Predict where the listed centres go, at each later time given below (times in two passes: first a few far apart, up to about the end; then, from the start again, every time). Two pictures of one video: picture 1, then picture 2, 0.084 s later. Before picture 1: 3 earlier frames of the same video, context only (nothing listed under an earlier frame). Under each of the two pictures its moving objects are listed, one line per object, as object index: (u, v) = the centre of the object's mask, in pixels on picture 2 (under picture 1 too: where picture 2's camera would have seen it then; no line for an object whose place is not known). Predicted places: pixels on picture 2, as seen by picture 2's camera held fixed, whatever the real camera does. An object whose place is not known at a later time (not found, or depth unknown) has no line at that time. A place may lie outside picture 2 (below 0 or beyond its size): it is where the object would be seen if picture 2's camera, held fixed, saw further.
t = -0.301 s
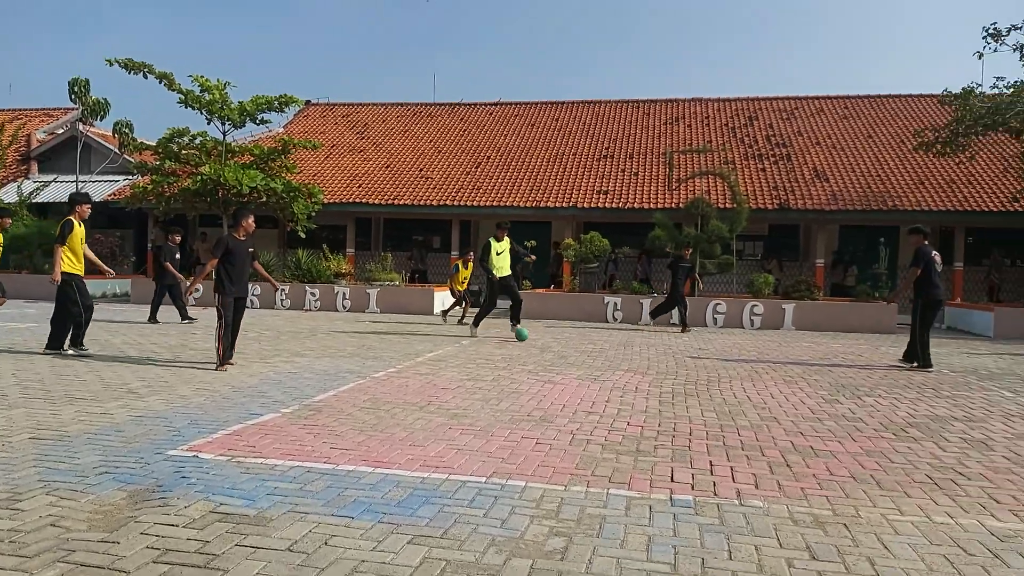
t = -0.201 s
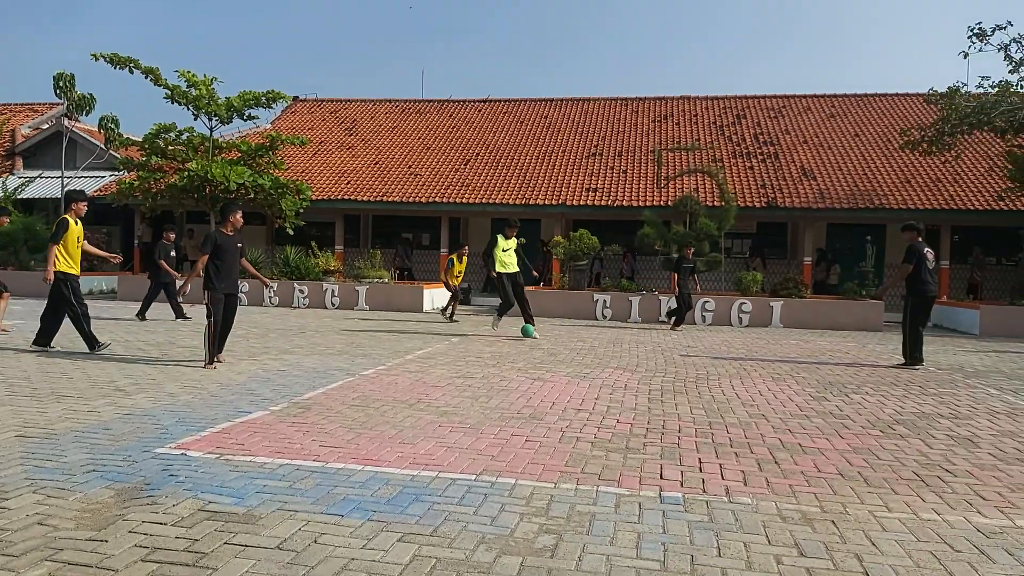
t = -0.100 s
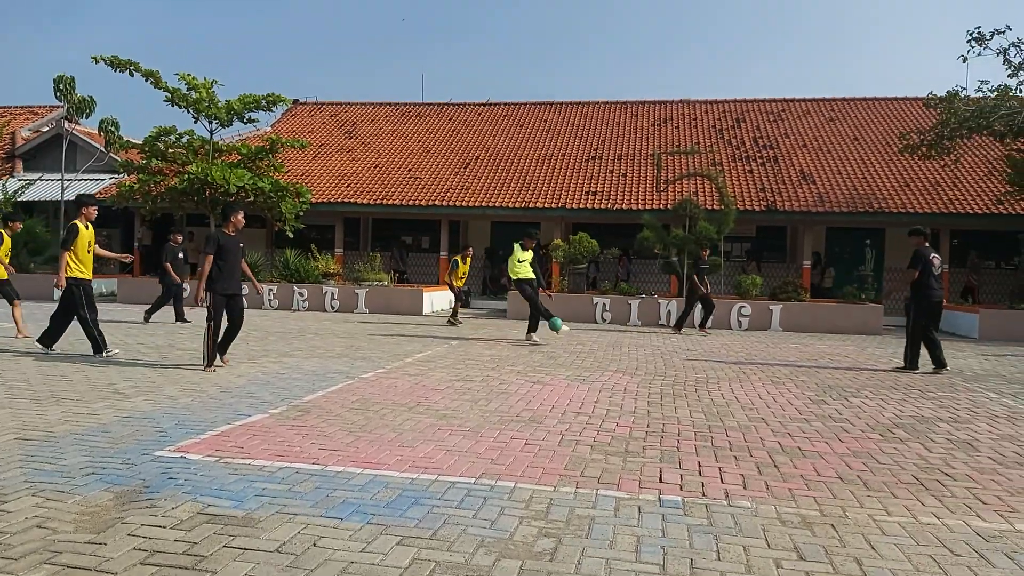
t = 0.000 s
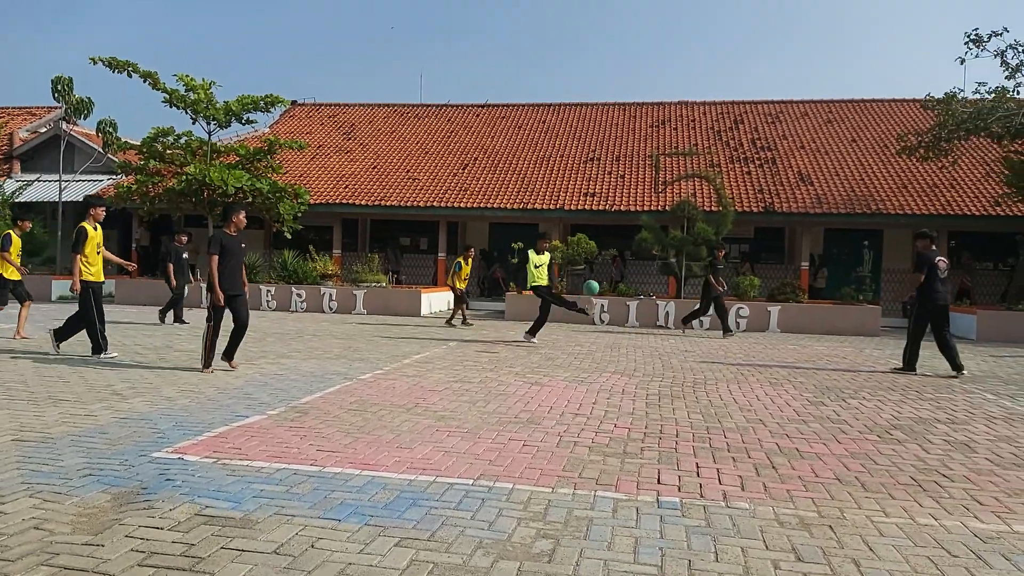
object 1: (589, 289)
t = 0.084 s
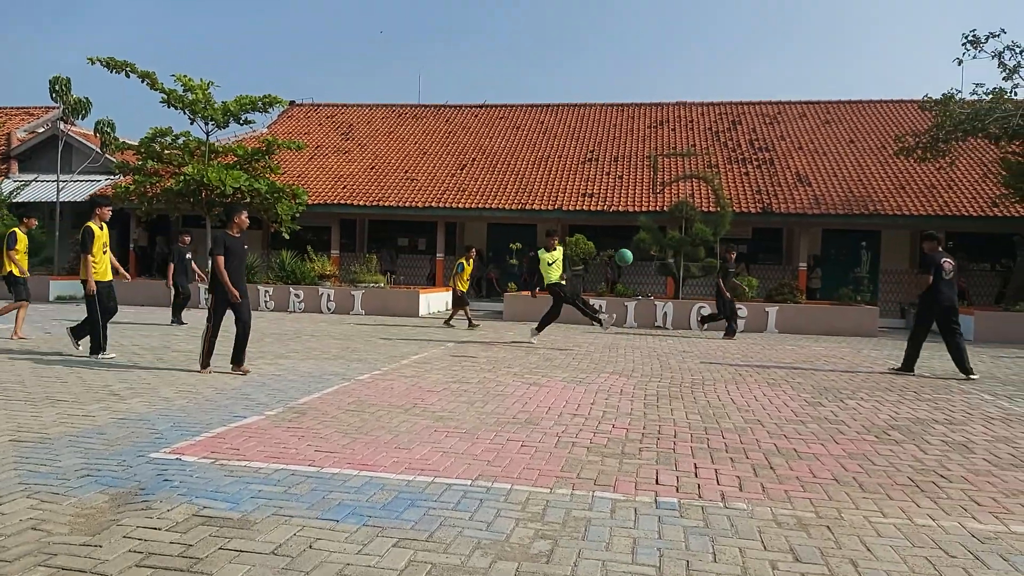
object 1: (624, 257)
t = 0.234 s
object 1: (698, 206)
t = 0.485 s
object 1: (868, 143)
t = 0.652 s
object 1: (1024, 137)
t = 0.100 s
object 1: (631, 252)
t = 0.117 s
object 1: (639, 245)
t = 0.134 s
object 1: (647, 240)
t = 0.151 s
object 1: (655, 234)
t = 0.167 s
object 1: (663, 228)
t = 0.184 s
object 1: (672, 222)
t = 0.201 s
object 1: (681, 217)
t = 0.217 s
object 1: (690, 211)
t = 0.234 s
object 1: (698, 206)
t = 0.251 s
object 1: (708, 201)
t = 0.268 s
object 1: (717, 196)
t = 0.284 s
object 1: (728, 190)
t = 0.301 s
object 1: (737, 186)
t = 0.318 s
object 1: (747, 181)
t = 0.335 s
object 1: (758, 176)
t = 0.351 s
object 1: (769, 172)
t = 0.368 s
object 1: (780, 167)
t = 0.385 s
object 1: (791, 163)
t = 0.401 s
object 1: (803, 159)
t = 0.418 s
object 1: (815, 156)
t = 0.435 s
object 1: (828, 152)
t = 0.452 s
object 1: (841, 148)
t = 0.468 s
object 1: (854, 145)
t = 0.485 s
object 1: (868, 143)
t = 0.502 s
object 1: (882, 140)
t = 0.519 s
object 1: (896, 139)
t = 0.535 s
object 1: (911, 137)
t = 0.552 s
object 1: (926, 136)
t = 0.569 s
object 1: (942, 135)
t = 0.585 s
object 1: (959, 134)
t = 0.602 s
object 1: (975, 134)
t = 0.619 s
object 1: (992, 134)
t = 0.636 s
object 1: (1009, 135)
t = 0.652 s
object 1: (1024, 137)
